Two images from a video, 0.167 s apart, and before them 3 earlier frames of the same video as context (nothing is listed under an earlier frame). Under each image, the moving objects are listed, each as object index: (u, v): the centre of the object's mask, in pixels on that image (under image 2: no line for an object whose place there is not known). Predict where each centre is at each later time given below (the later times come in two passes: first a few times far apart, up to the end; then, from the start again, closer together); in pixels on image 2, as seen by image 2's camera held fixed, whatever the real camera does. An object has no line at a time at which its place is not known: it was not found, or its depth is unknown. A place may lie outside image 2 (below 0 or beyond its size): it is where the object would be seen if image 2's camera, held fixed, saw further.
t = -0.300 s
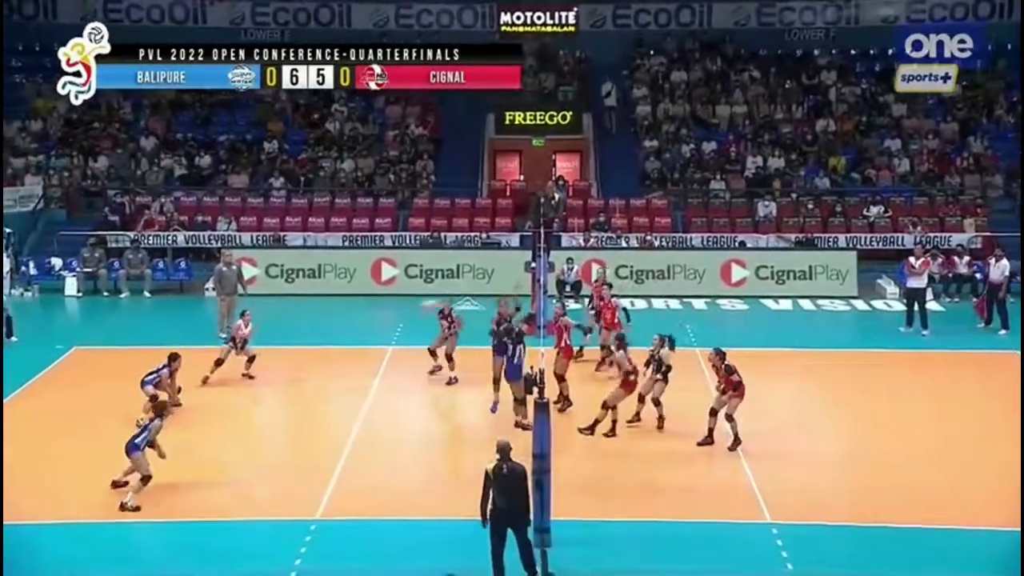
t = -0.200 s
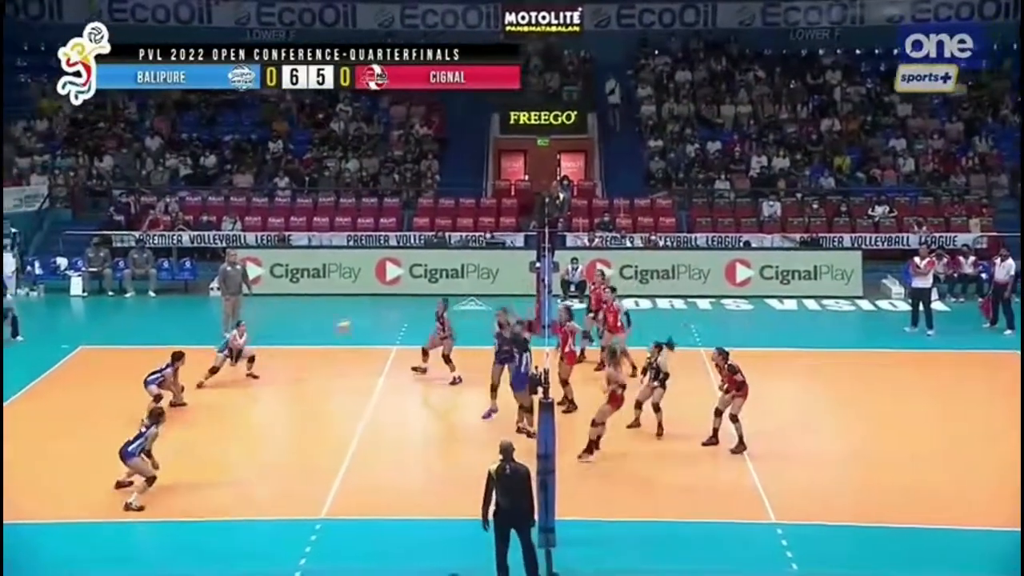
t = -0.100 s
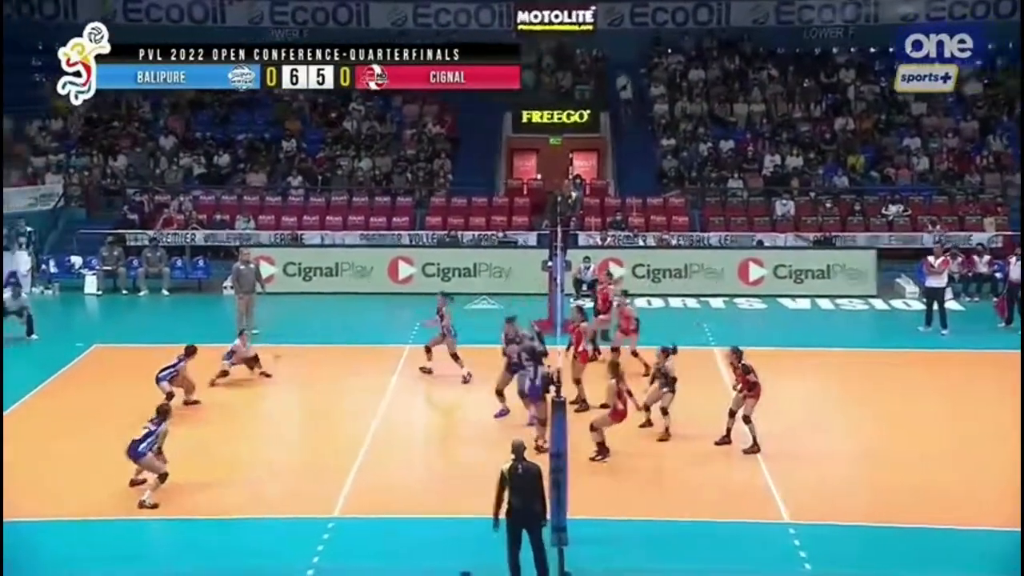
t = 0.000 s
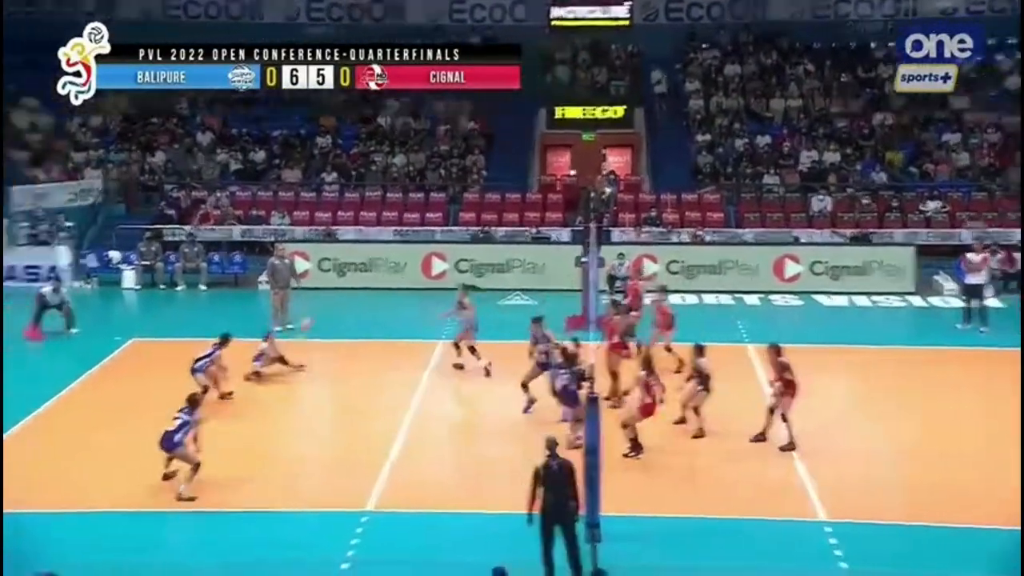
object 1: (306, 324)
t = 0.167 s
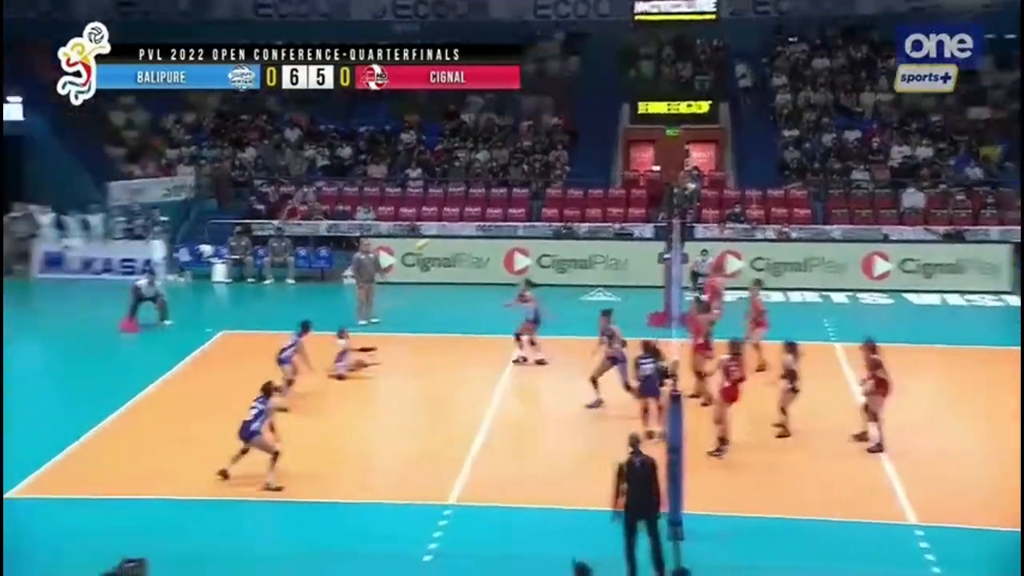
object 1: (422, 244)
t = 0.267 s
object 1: (440, 208)
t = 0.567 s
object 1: (497, 131)
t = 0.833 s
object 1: (549, 103)
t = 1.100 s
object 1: (602, 116)
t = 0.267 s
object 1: (440, 208)
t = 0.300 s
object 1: (447, 197)
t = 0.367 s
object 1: (460, 178)
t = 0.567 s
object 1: (497, 131)
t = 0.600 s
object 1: (503, 125)
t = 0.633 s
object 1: (510, 120)
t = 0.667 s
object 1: (516, 115)
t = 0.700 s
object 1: (523, 112)
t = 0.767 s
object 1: (536, 106)
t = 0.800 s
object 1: (543, 104)
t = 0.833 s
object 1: (549, 103)
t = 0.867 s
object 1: (556, 103)
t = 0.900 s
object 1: (562, 102)
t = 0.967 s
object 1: (576, 104)
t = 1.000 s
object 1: (582, 106)
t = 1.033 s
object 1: (589, 109)
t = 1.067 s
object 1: (596, 112)
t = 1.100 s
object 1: (602, 116)
